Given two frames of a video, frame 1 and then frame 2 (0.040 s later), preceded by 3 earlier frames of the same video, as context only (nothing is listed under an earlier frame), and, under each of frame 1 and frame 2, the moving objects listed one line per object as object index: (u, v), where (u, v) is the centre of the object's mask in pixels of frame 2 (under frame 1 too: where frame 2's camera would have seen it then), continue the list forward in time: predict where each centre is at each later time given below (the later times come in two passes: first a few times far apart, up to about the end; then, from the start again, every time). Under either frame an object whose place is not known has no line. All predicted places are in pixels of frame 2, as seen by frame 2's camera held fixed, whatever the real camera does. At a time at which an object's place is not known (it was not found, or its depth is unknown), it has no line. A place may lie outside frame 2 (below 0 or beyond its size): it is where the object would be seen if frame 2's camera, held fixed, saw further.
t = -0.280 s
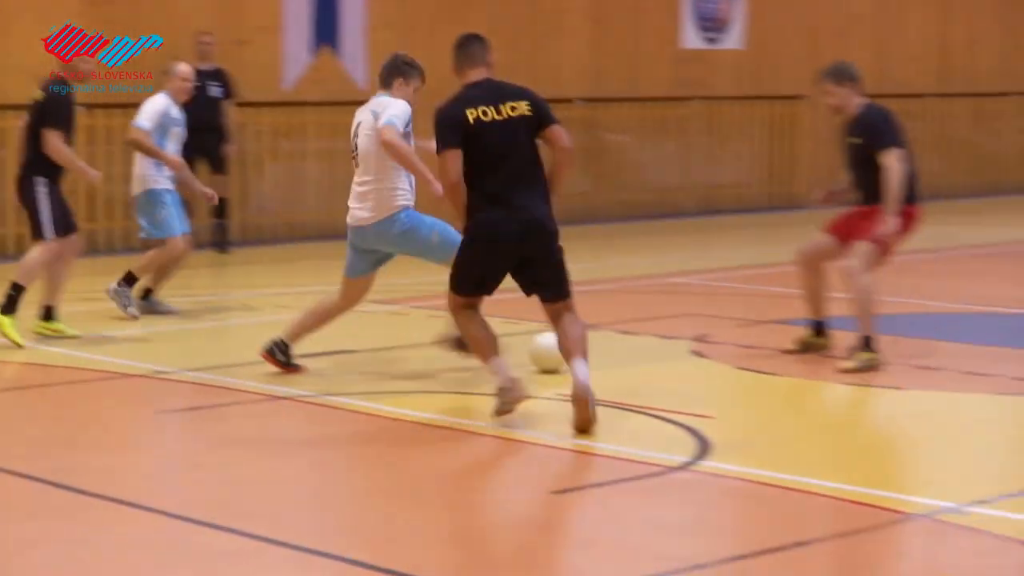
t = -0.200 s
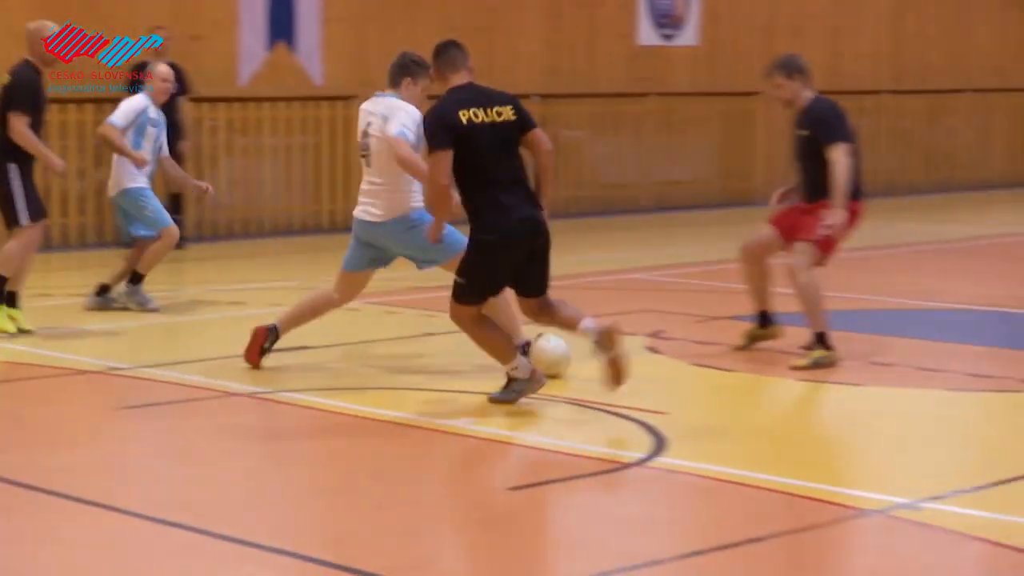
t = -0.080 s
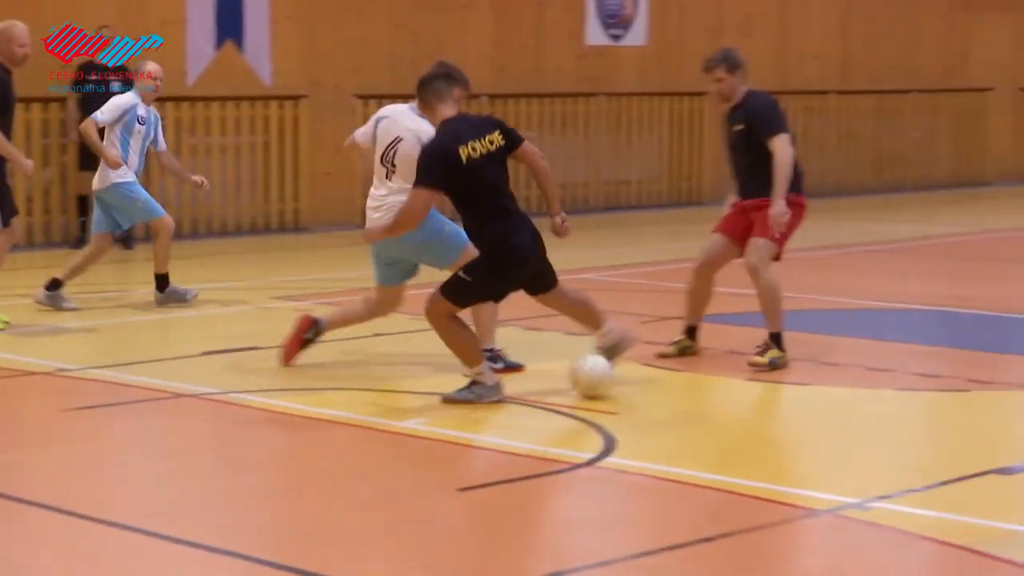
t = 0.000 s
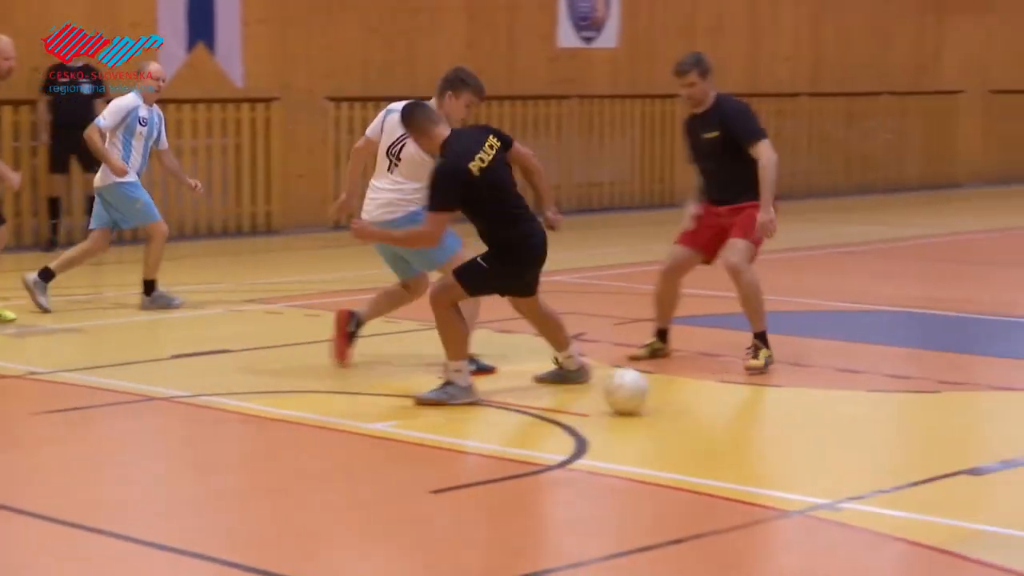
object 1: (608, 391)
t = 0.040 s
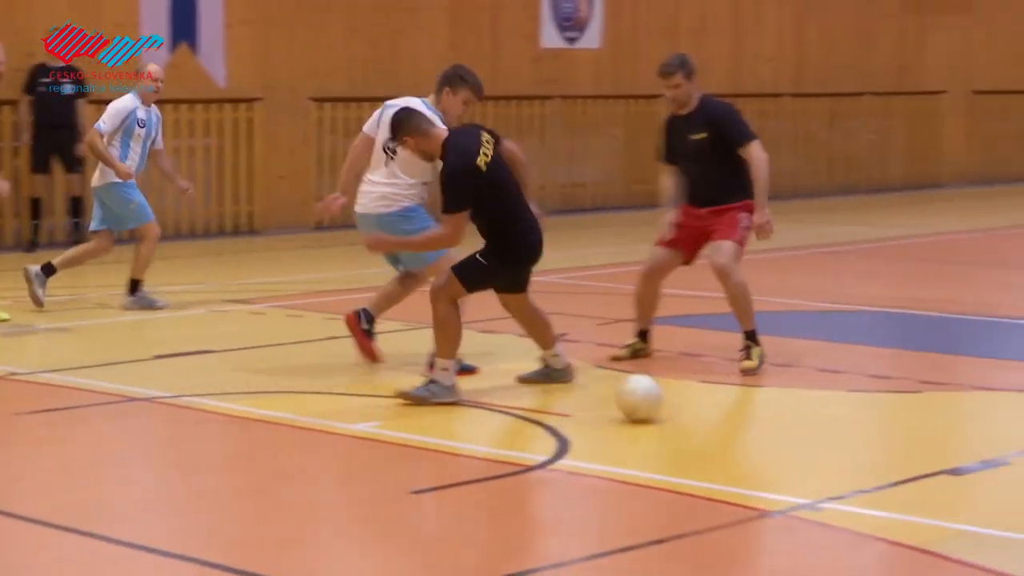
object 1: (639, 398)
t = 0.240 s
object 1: (796, 430)
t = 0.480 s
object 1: (1000, 471)
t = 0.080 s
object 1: (670, 405)
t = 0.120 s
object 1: (702, 411)
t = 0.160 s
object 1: (735, 418)
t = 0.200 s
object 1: (765, 424)
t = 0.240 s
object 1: (796, 430)
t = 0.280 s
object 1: (830, 437)
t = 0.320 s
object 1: (861, 442)
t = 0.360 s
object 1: (893, 448)
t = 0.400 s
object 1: (927, 456)
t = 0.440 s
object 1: (962, 462)
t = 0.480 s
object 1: (1000, 471)
